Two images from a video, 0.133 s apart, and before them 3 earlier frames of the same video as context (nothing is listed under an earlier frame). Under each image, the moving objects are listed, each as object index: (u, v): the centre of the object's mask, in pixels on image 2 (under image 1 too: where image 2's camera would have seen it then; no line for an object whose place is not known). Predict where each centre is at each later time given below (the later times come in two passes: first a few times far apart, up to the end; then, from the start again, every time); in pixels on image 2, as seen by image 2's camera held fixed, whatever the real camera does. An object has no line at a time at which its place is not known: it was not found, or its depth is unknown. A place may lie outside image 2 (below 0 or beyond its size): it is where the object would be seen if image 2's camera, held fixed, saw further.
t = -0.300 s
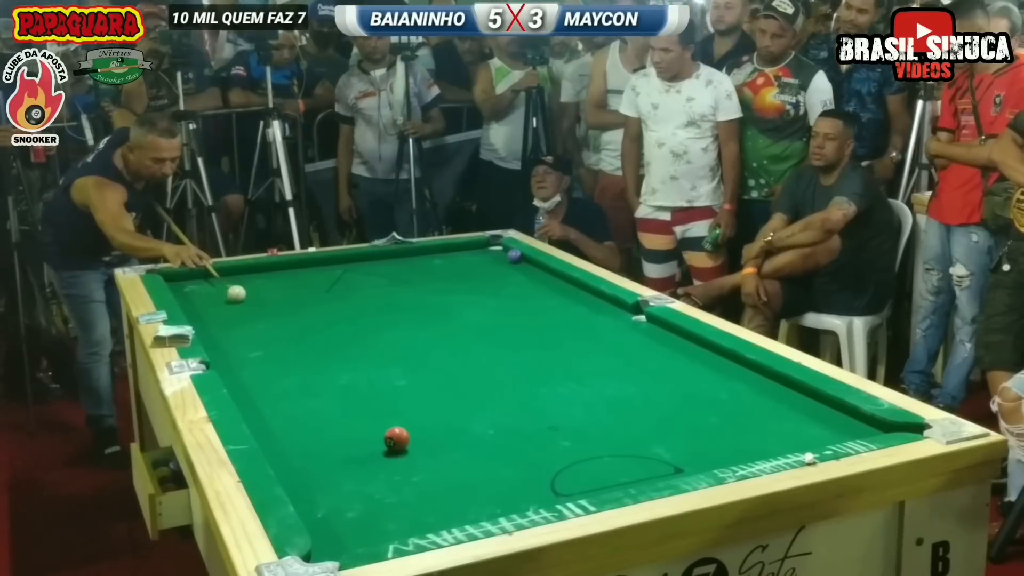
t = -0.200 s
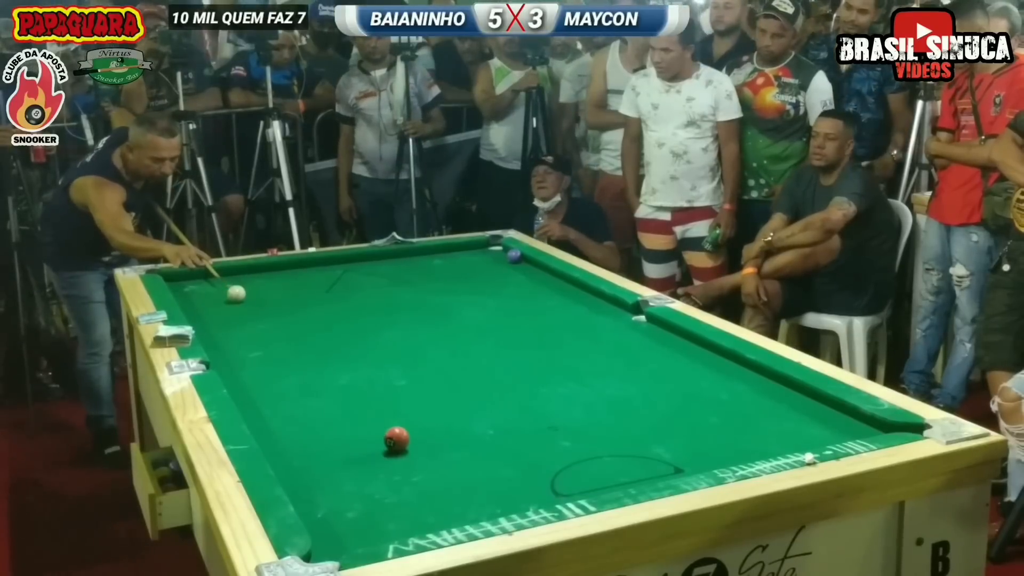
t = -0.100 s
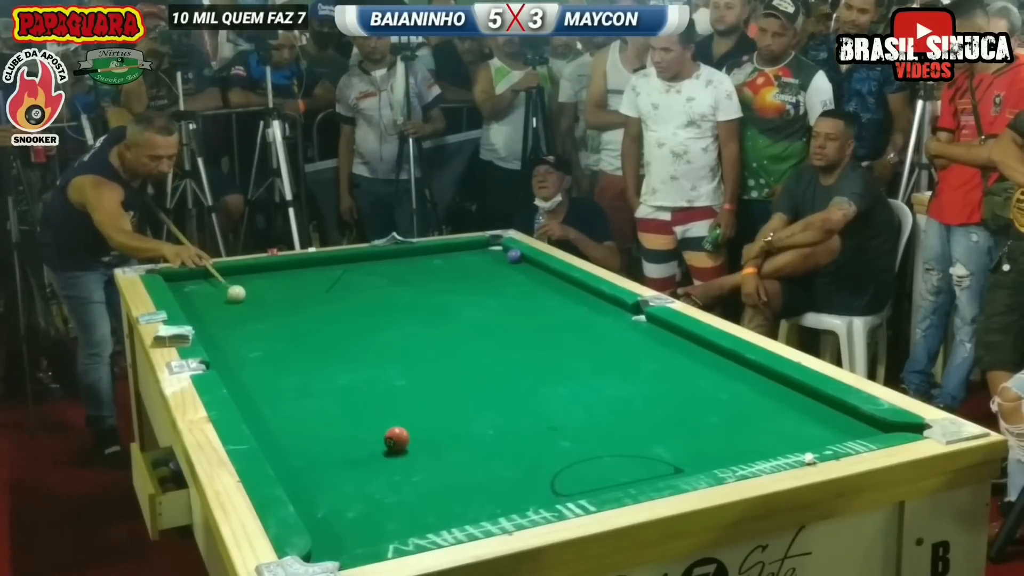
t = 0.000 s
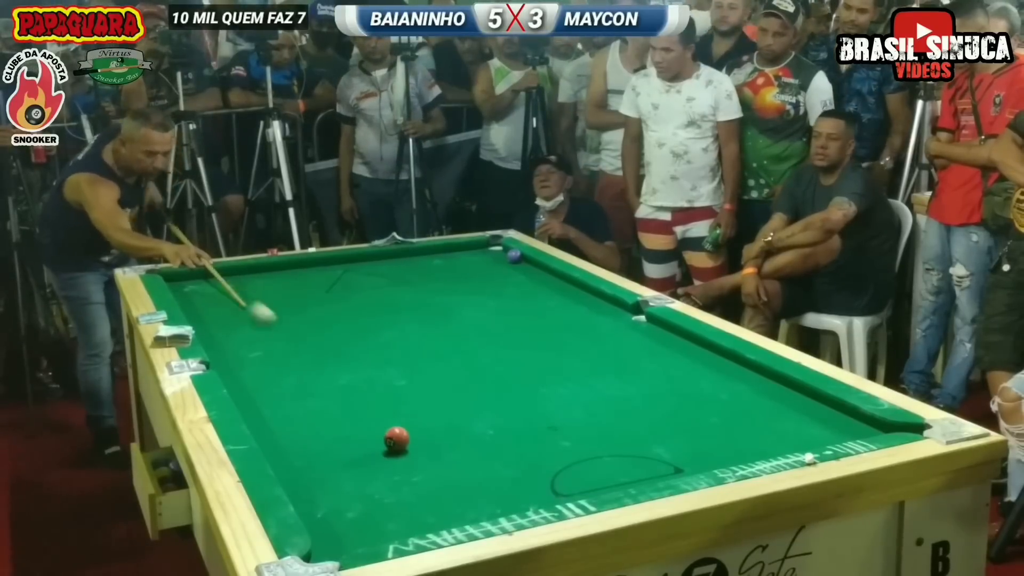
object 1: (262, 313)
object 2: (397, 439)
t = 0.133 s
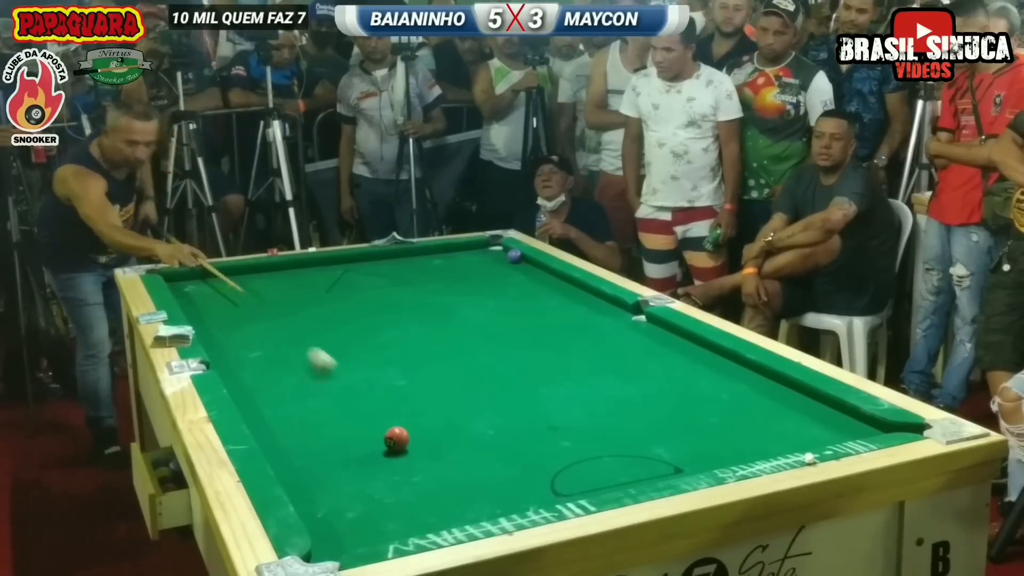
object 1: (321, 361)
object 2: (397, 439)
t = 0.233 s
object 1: (374, 403)
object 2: (397, 439)
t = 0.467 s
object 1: (531, 442)
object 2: (344, 544)
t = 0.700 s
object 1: (675, 458)
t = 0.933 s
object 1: (771, 442)
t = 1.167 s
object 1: (814, 407)
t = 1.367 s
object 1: (761, 394)
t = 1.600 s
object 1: (680, 387)
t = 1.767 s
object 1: (626, 381)
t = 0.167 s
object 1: (338, 373)
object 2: (397, 439)
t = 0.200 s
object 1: (356, 388)
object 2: (397, 439)
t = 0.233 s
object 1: (374, 403)
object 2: (397, 439)
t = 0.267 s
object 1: (393, 416)
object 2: (397, 439)
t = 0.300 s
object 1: (417, 430)
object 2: (394, 446)
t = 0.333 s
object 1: (442, 434)
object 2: (384, 464)
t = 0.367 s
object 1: (467, 436)
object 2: (375, 484)
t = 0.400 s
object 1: (489, 438)
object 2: (365, 506)
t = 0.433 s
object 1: (510, 440)
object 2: (355, 529)
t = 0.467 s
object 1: (531, 442)
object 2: (344, 544)
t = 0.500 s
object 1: (551, 444)
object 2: (325, 555)
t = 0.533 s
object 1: (571, 446)
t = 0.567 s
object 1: (591, 449)
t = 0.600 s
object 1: (612, 451)
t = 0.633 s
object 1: (632, 452)
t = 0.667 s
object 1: (654, 456)
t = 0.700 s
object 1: (675, 458)
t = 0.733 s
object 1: (695, 458)
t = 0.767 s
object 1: (717, 458)
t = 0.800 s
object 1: (738, 458)
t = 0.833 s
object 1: (749, 454)
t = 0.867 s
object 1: (756, 450)
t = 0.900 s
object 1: (763, 446)
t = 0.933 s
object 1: (771, 442)
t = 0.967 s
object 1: (778, 438)
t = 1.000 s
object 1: (785, 432)
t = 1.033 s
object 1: (790, 426)
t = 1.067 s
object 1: (796, 421)
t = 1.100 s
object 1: (803, 417)
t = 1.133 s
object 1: (809, 411)
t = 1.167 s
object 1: (814, 407)
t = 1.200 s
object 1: (820, 402)
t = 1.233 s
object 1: (814, 398)
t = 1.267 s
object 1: (799, 398)
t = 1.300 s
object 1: (786, 397)
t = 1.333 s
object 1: (773, 395)
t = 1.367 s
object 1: (761, 394)
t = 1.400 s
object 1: (749, 393)
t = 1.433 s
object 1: (737, 391)
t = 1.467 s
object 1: (726, 391)
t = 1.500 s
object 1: (714, 389)
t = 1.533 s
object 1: (702, 388)
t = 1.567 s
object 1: (691, 387)
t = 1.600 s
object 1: (680, 387)
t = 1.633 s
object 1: (669, 386)
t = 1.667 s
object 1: (658, 384)
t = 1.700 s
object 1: (647, 383)
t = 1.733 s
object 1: (636, 382)
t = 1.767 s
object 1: (626, 381)
